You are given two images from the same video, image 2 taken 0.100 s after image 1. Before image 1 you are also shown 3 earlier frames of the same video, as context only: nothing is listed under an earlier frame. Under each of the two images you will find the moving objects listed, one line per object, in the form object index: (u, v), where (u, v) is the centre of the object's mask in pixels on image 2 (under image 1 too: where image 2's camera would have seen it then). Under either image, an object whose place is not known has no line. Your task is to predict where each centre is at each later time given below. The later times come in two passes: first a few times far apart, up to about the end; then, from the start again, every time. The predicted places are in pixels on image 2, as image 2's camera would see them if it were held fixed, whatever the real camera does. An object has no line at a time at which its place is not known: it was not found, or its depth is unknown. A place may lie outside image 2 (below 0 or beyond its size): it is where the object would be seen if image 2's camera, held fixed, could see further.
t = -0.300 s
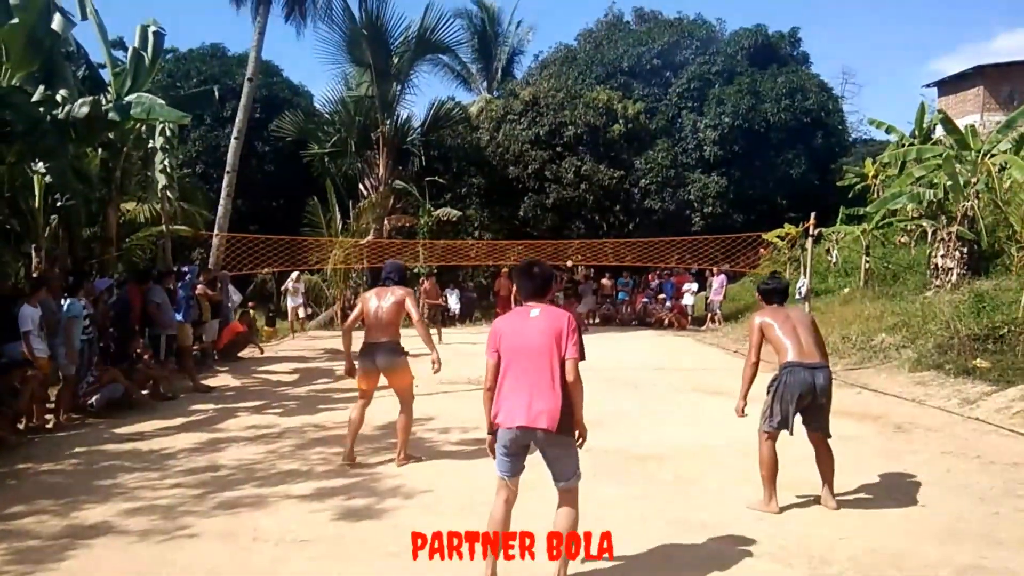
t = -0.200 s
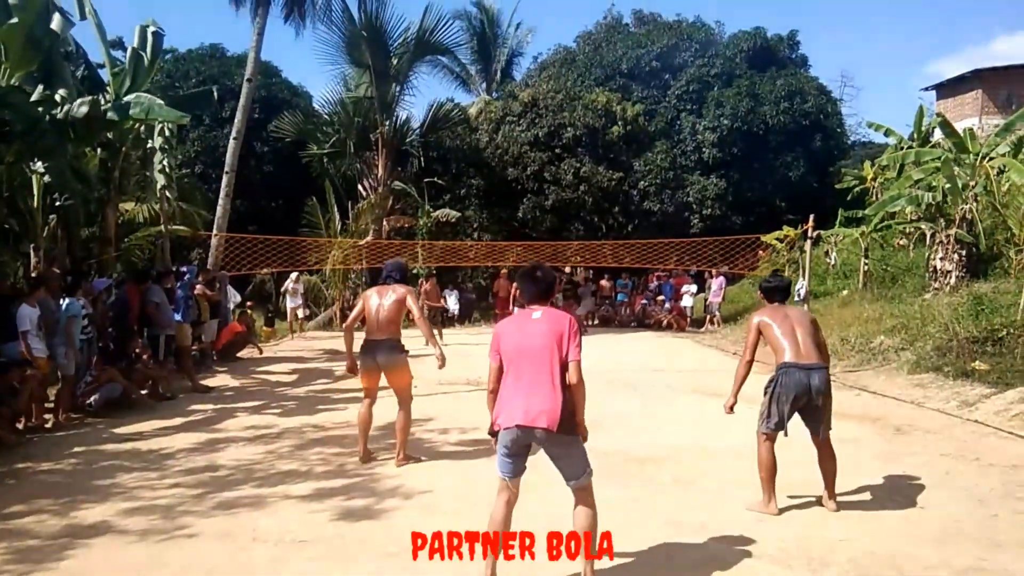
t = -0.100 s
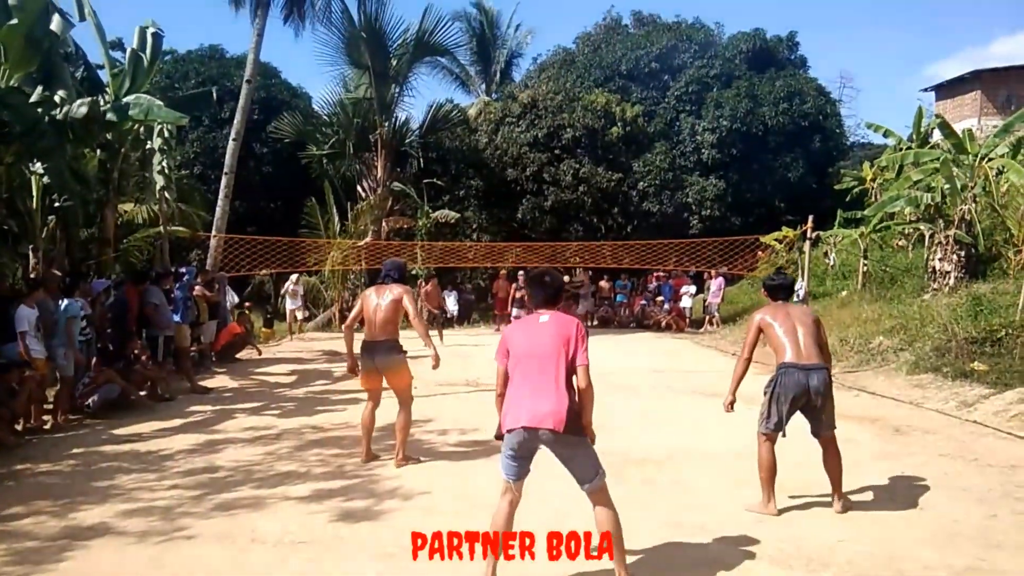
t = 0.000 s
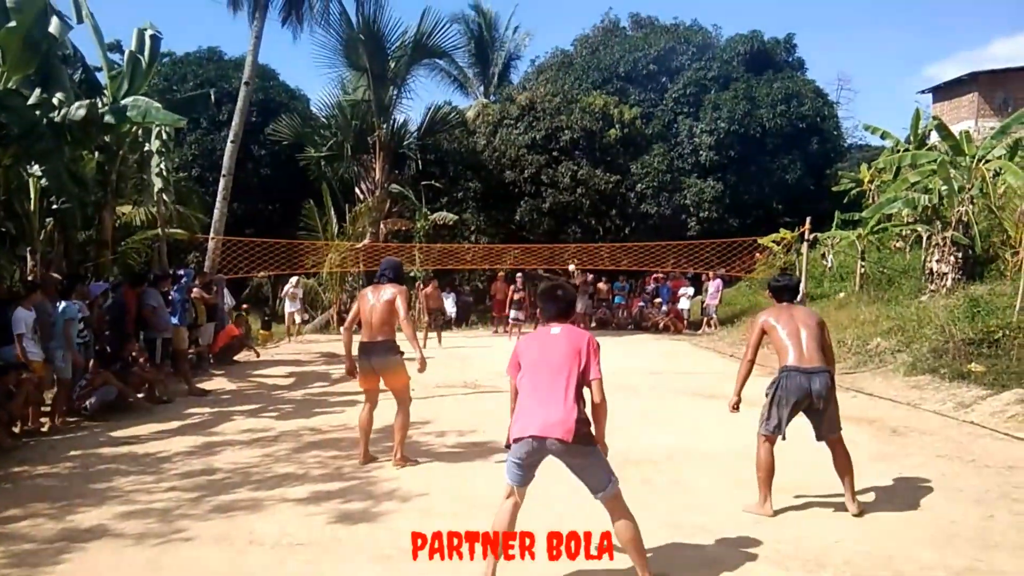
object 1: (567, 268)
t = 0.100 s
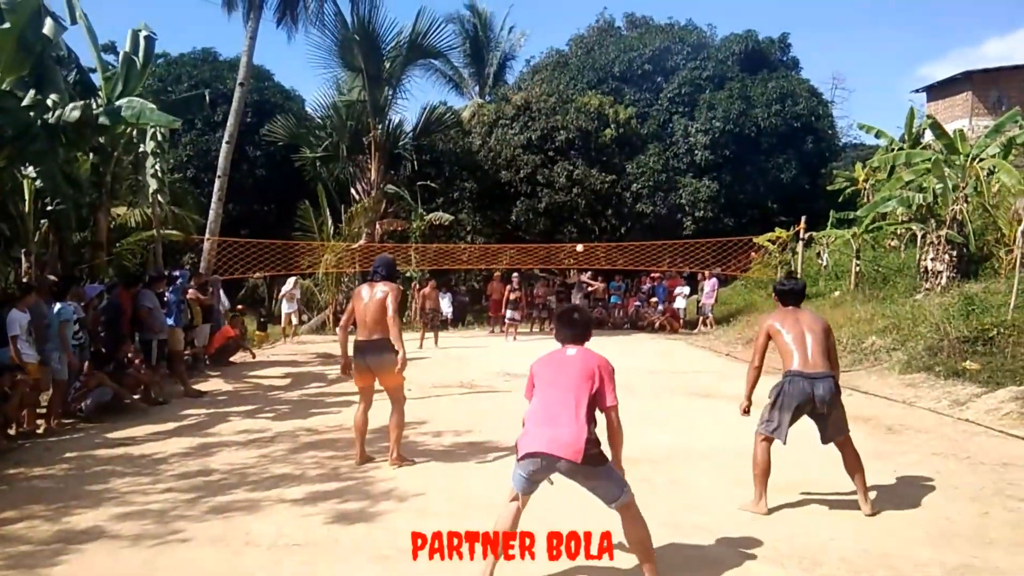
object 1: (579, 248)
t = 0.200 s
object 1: (594, 231)
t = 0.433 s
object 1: (644, 201)
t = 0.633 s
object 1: (709, 189)
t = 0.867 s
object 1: (835, 221)
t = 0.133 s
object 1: (584, 242)
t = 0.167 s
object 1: (589, 236)
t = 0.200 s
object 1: (594, 231)
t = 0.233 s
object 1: (599, 226)
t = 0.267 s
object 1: (605, 221)
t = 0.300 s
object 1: (612, 216)
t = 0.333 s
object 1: (619, 212)
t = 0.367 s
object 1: (627, 208)
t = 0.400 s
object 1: (635, 204)
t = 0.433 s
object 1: (644, 201)
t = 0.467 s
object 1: (653, 197)
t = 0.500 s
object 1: (663, 194)
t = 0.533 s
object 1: (673, 192)
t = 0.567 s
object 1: (685, 190)
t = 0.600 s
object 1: (697, 189)
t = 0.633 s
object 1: (709, 189)
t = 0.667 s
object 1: (723, 190)
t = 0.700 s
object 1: (738, 192)
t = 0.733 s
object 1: (754, 195)
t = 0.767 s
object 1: (771, 199)
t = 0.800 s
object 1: (791, 205)
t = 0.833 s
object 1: (812, 213)
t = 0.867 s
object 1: (835, 221)
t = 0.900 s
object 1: (861, 235)
